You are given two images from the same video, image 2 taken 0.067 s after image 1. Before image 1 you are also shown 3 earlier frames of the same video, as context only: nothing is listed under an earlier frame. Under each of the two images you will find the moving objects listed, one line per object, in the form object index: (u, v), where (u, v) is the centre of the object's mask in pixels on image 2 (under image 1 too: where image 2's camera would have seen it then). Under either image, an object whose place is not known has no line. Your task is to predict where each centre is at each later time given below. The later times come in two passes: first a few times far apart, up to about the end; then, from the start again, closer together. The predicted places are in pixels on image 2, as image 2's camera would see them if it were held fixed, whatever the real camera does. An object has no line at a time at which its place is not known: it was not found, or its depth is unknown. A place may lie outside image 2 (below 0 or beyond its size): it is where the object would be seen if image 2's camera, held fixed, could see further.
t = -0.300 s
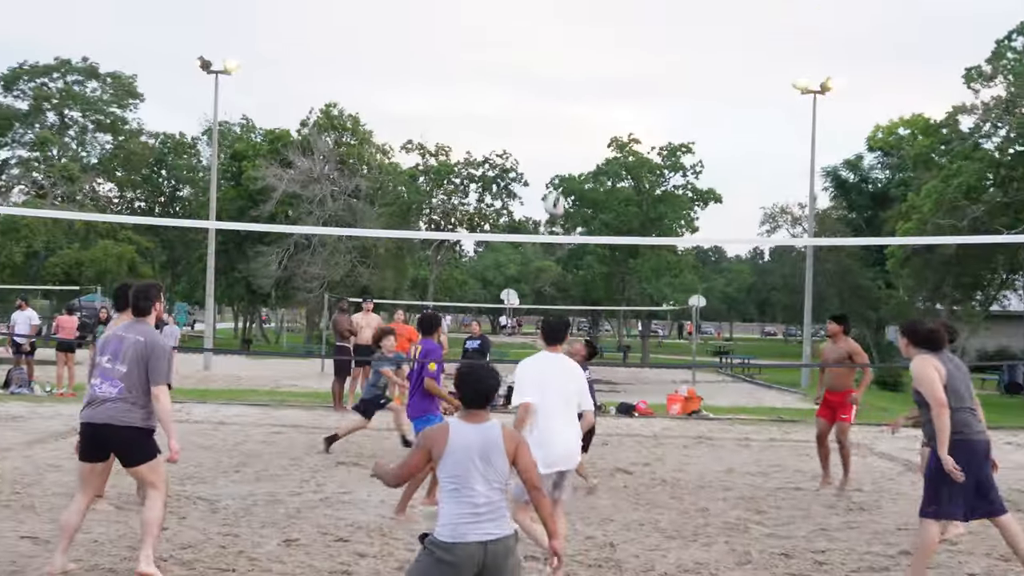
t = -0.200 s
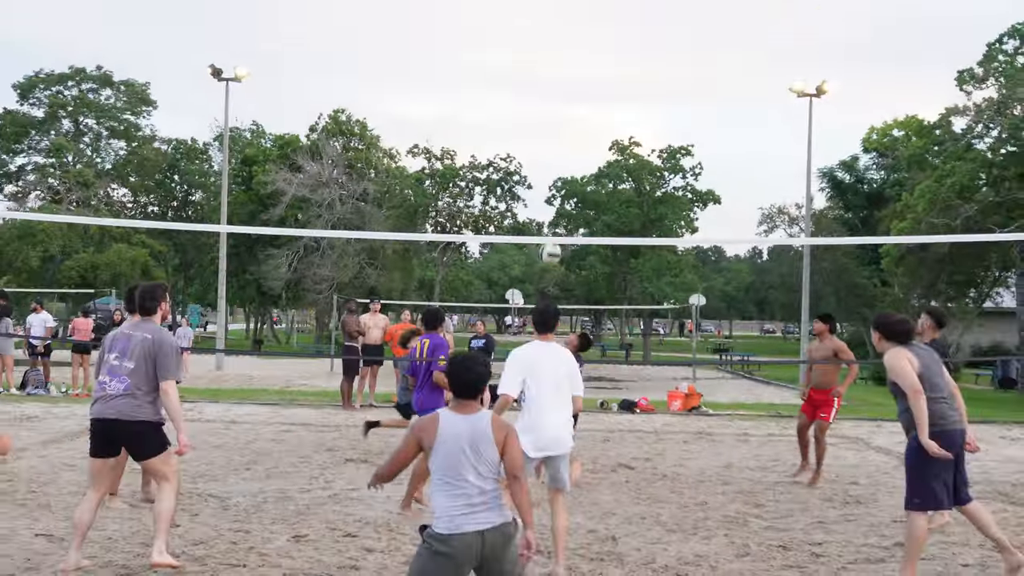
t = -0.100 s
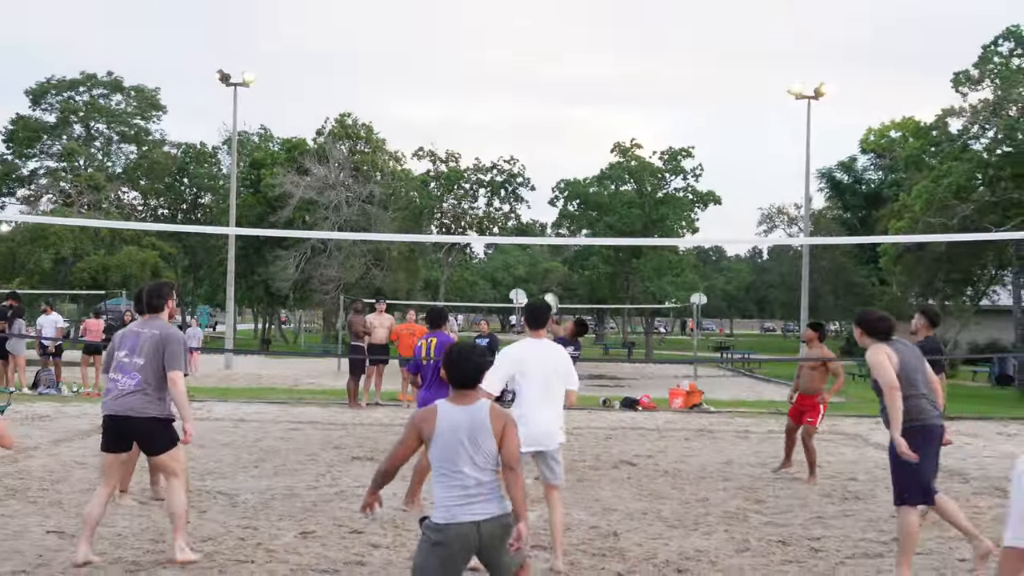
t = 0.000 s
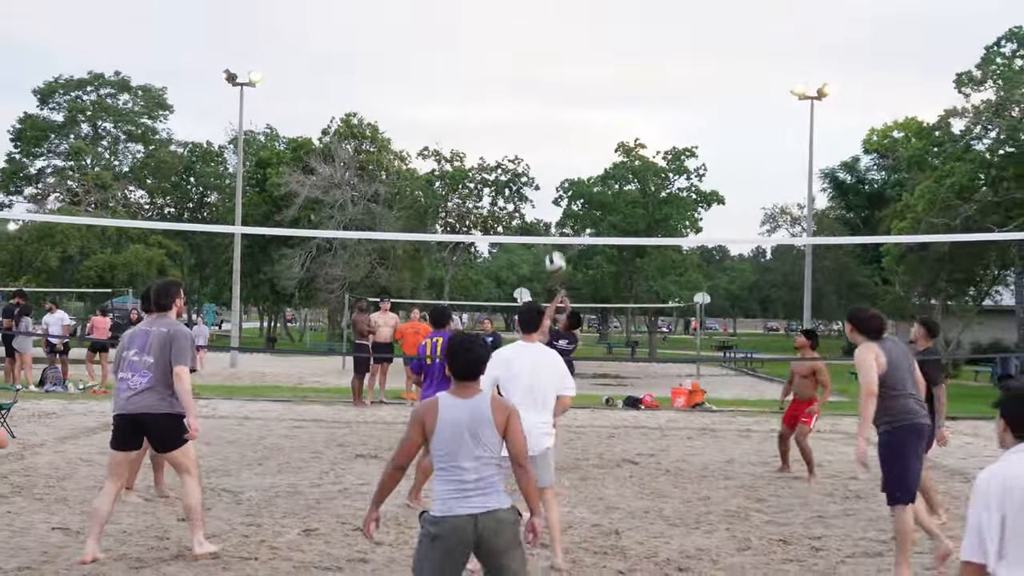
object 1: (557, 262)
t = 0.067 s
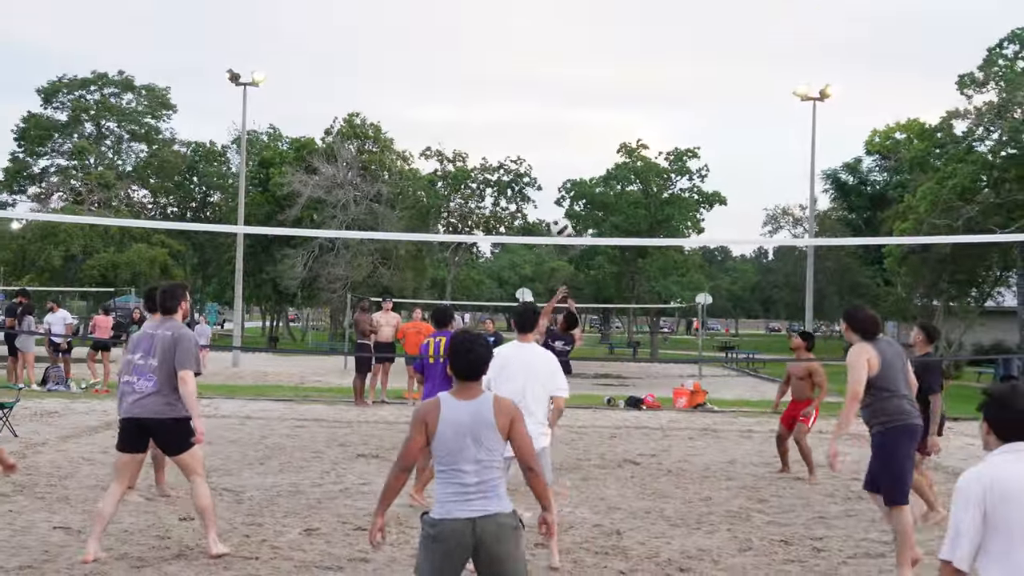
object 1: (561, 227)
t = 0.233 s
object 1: (570, 151)
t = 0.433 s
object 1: (580, 88)
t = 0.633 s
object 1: (591, 61)
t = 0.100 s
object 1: (562, 211)
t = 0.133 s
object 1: (564, 196)
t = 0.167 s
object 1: (565, 181)
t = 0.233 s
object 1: (570, 151)
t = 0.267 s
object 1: (571, 139)
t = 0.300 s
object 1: (572, 127)
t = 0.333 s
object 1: (575, 116)
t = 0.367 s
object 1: (577, 106)
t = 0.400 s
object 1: (578, 97)
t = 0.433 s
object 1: (580, 88)
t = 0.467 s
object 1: (582, 81)
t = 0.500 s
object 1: (584, 75)
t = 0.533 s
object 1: (585, 70)
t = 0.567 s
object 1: (587, 65)
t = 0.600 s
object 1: (590, 63)
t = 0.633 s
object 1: (591, 61)
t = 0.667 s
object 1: (593, 61)
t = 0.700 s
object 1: (595, 62)
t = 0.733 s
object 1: (597, 65)
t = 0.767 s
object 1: (599, 68)
